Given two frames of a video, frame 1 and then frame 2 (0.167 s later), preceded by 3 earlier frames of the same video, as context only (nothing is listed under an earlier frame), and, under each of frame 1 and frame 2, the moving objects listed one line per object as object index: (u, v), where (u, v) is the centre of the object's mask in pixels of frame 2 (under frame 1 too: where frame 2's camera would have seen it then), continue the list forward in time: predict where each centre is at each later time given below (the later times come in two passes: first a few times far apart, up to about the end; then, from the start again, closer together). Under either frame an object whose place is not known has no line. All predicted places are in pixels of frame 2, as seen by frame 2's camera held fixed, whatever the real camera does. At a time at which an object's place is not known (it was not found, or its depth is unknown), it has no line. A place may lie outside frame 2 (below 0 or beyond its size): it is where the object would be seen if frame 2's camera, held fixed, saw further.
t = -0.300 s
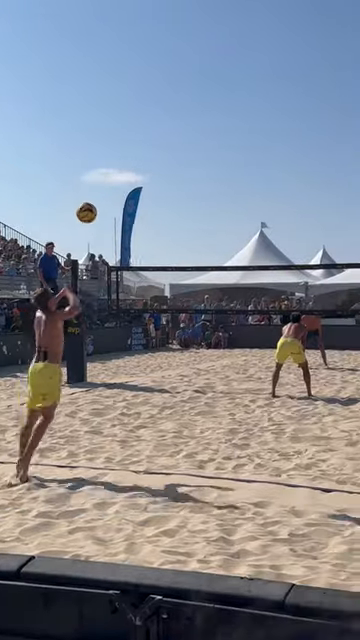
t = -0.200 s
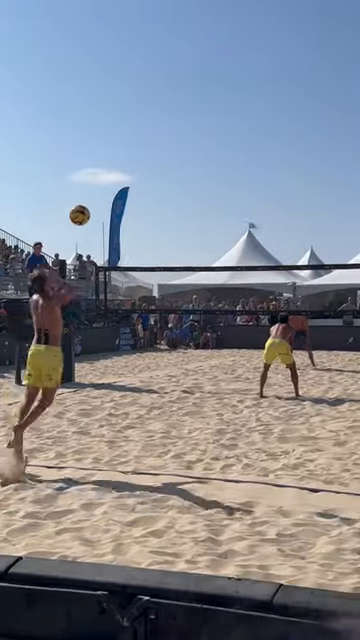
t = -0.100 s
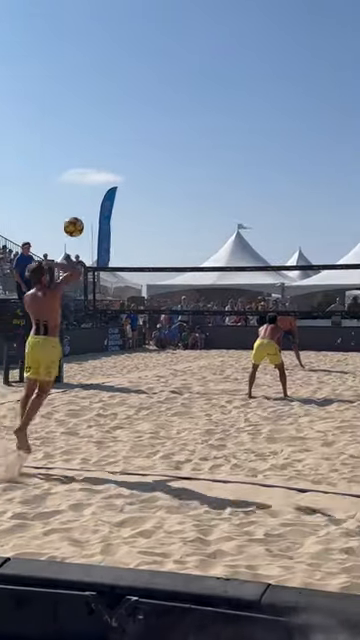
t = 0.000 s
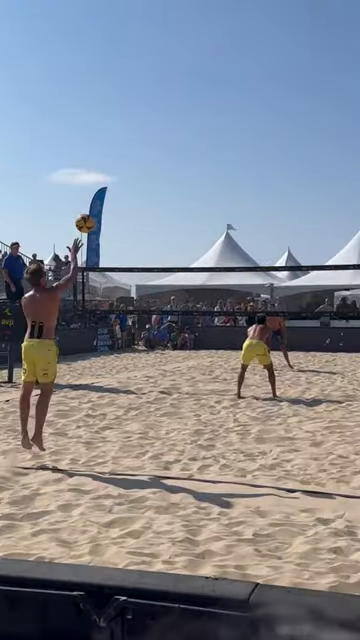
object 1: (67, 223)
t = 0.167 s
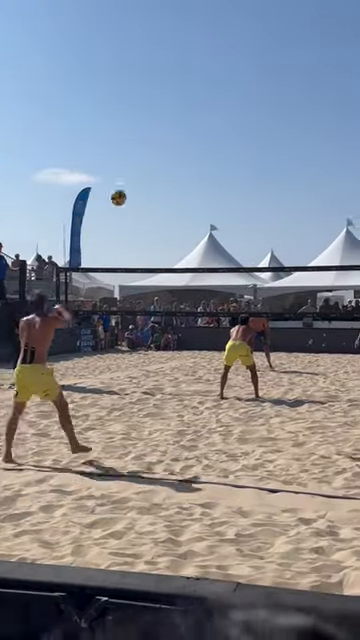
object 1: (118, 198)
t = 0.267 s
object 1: (139, 194)
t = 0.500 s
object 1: (171, 206)
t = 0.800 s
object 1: (192, 245)
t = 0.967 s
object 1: (200, 278)
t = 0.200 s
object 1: (126, 196)
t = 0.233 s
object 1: (132, 194)
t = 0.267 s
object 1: (139, 194)
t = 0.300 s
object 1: (145, 193)
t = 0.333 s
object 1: (150, 194)
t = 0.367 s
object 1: (155, 196)
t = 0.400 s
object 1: (159, 198)
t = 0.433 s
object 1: (164, 200)
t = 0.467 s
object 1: (167, 203)
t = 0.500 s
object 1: (171, 206)
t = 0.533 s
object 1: (173, 209)
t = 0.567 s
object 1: (176, 213)
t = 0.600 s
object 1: (179, 217)
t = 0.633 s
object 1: (181, 221)
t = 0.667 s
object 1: (184, 225)
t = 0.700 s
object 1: (186, 230)
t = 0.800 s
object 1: (192, 245)
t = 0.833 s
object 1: (194, 251)
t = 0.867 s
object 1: (196, 257)
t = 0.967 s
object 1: (200, 278)
